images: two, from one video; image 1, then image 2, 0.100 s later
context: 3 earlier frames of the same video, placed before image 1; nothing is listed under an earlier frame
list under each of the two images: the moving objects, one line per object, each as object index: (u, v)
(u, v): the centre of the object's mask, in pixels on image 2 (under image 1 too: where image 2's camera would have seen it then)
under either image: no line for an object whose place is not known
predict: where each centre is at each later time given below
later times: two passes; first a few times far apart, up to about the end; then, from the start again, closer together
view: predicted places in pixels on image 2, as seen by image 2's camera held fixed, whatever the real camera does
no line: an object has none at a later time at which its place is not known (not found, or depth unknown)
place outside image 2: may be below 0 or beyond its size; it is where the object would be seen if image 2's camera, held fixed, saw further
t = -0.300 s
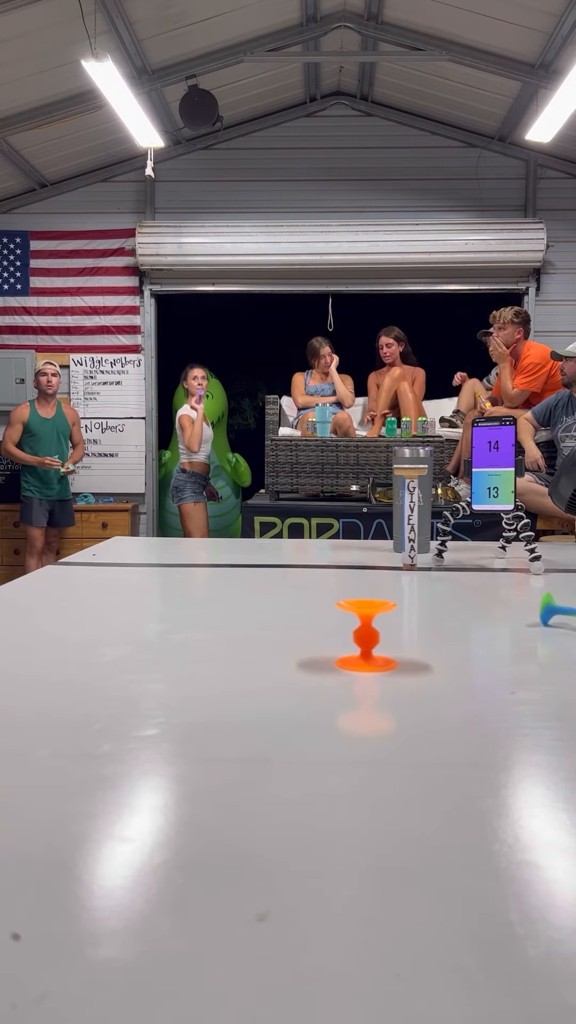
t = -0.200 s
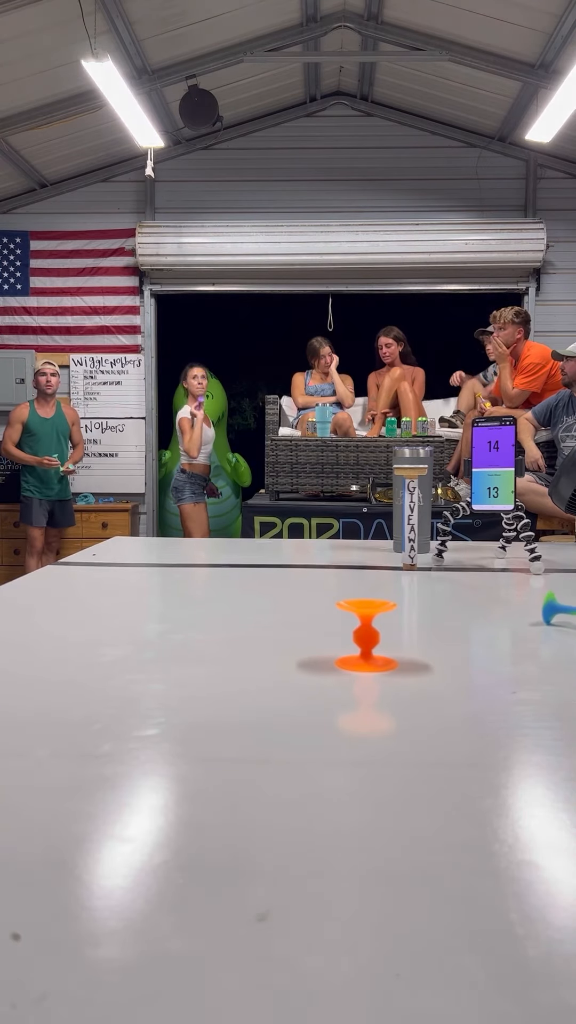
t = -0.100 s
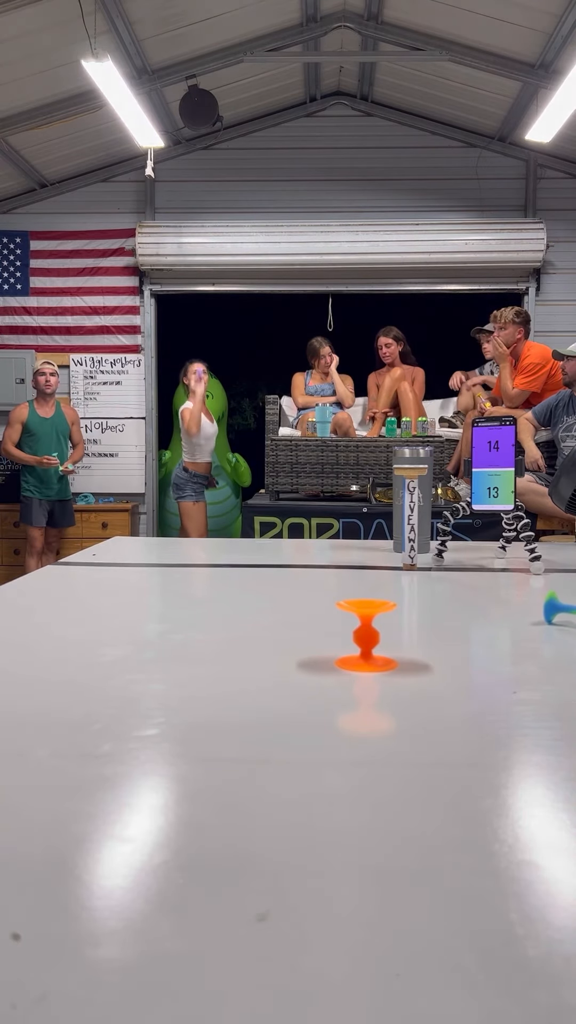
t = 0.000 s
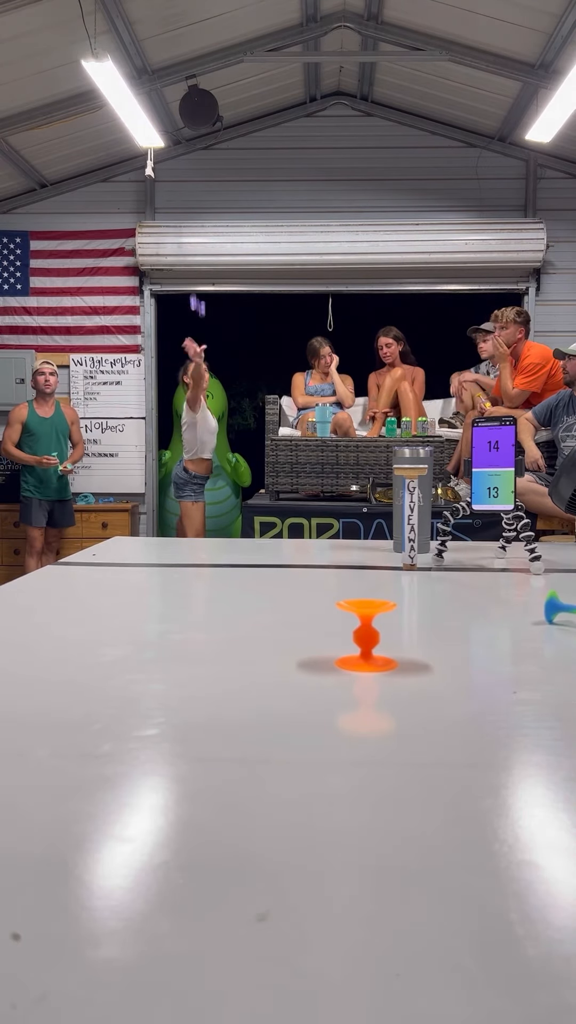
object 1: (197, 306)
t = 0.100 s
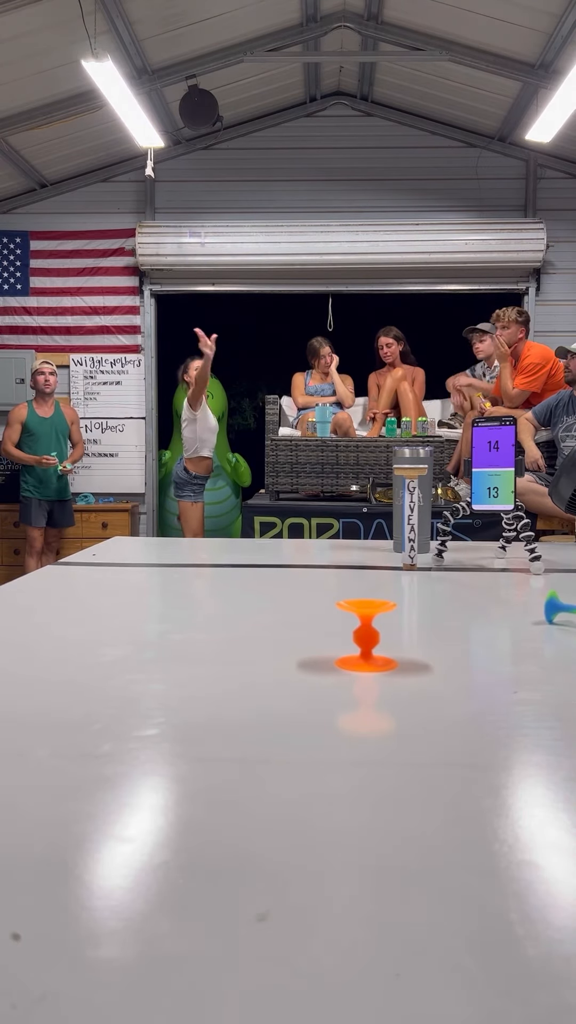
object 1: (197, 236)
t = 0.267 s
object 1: (195, 132)
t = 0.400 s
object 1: (198, 69)
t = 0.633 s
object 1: (219, 82)
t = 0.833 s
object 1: (277, 637)
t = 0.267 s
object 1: (195, 132)
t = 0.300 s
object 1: (195, 115)
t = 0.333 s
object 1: (197, 98)
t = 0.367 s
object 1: (197, 83)
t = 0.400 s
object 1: (198, 69)
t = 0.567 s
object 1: (210, 50)
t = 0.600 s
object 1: (214, 61)
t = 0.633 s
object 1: (219, 82)
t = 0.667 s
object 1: (223, 112)
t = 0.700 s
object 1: (229, 156)
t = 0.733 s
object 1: (235, 214)
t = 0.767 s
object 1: (247, 317)
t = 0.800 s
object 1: (259, 439)
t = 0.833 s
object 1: (277, 637)
